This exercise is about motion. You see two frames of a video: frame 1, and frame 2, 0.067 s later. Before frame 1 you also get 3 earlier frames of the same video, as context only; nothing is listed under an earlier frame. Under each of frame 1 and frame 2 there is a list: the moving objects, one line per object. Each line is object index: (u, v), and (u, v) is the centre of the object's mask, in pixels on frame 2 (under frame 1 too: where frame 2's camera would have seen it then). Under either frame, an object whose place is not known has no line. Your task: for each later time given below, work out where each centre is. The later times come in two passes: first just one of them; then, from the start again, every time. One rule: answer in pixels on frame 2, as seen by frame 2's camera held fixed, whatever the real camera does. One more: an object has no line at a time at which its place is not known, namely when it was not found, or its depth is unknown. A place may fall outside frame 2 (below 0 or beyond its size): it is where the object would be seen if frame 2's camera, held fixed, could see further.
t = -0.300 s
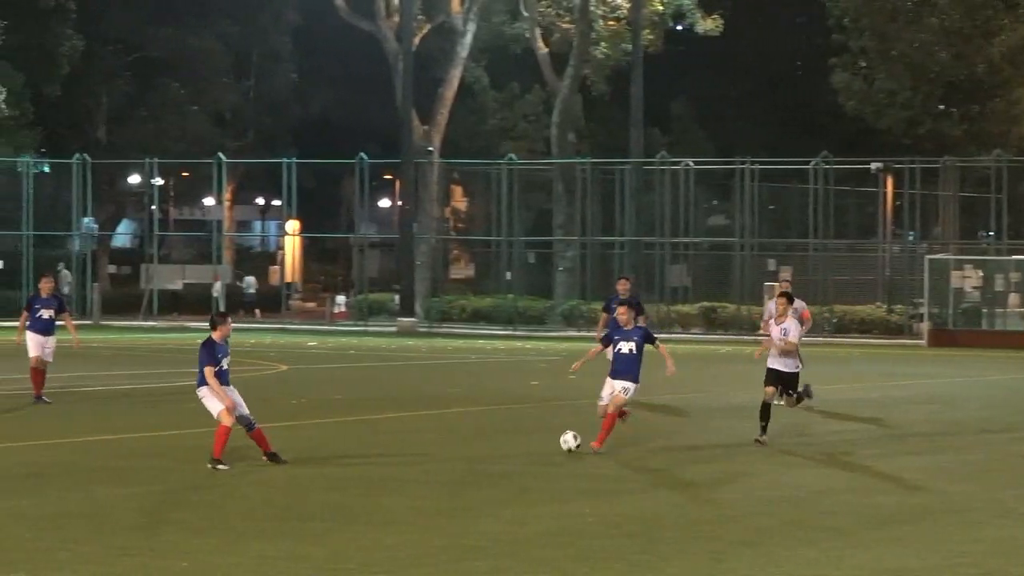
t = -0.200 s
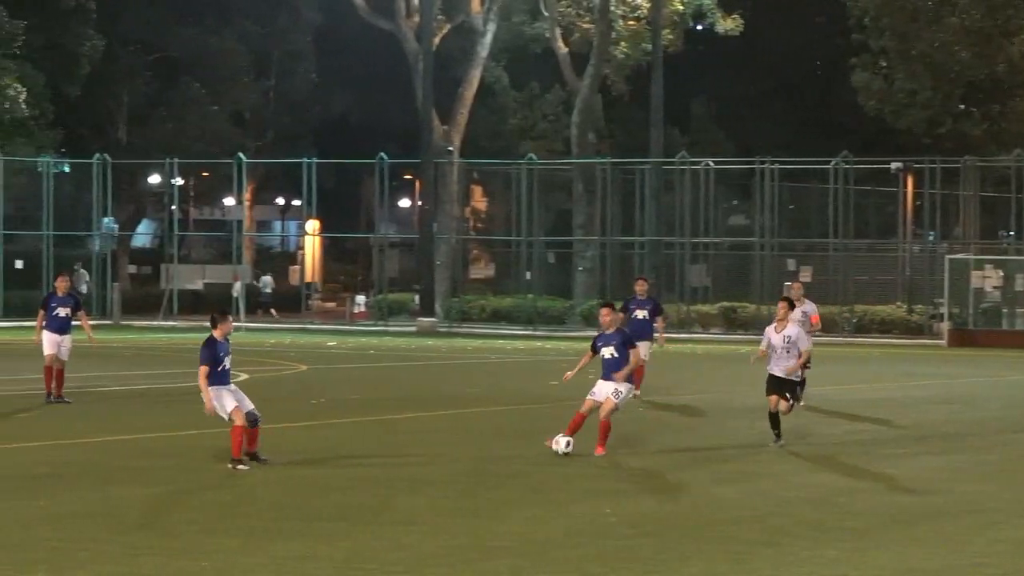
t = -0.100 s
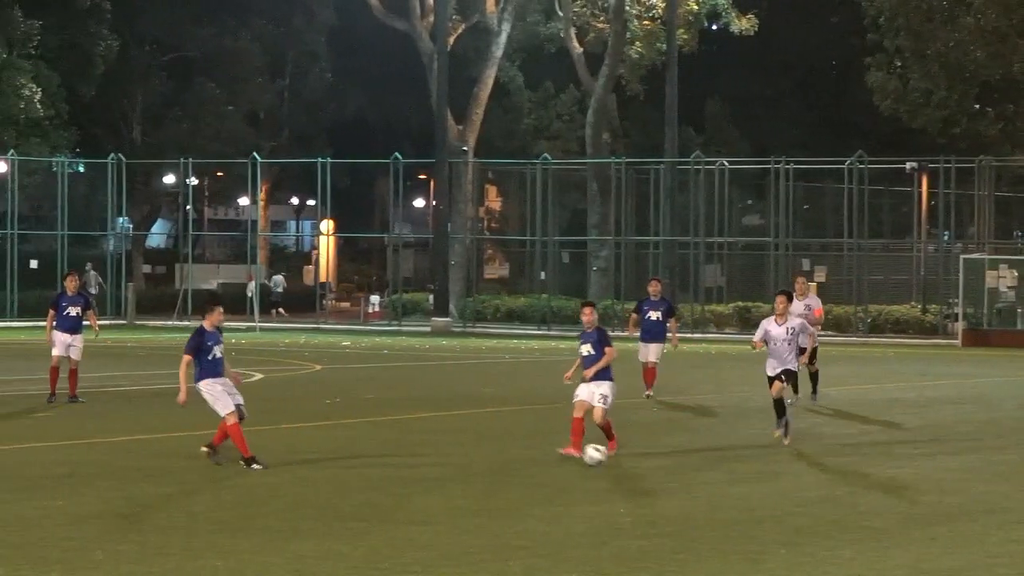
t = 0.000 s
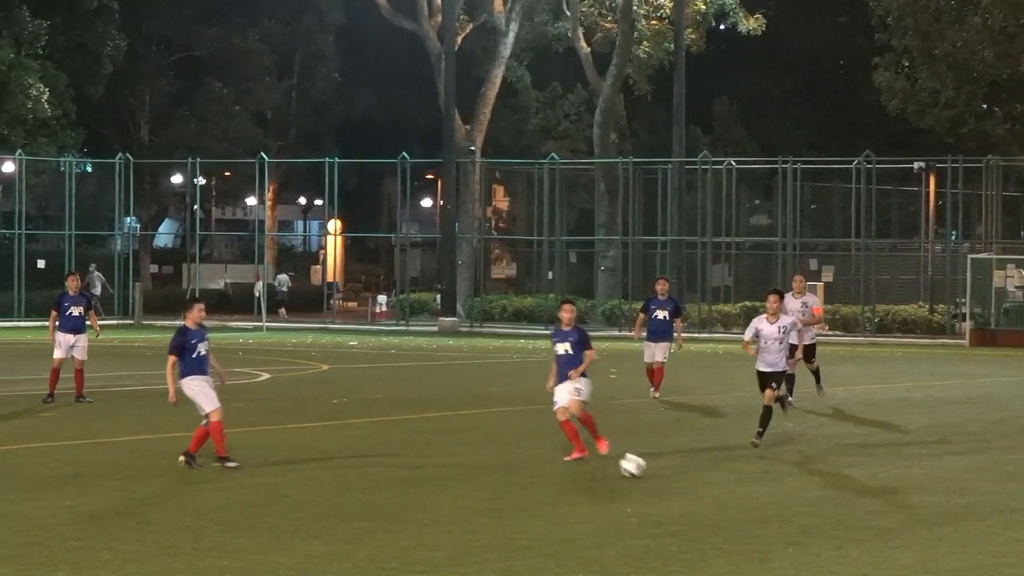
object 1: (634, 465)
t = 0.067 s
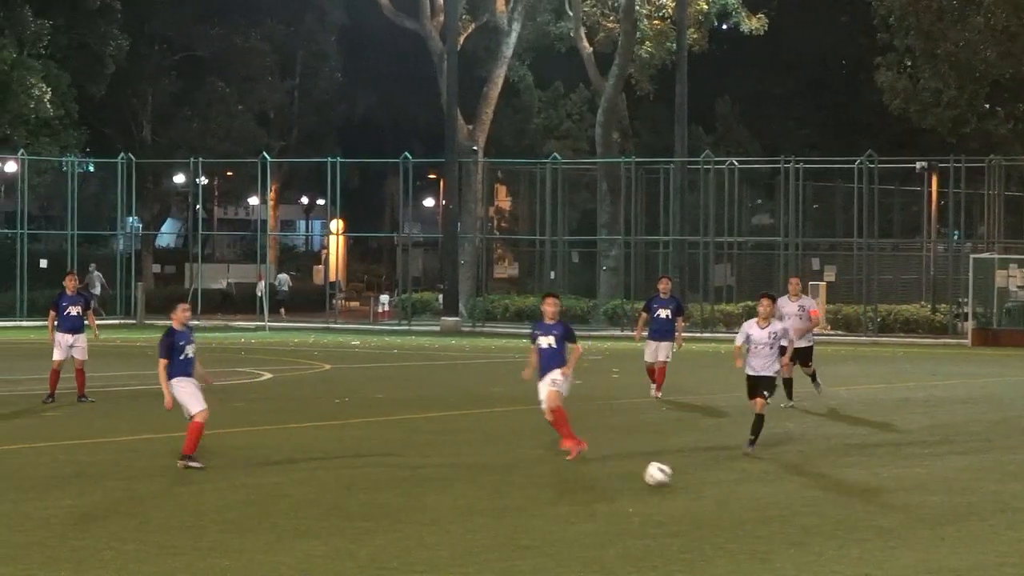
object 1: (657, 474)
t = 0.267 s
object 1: (736, 503)
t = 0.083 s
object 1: (663, 476)
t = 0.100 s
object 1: (670, 477)
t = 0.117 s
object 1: (676, 480)
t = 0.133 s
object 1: (682, 483)
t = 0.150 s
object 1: (688, 486)
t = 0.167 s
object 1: (695, 488)
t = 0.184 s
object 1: (702, 489)
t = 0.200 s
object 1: (708, 492)
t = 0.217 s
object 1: (715, 494)
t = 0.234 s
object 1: (722, 497)
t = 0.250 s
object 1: (729, 500)
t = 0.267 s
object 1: (736, 503)
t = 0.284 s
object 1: (743, 505)
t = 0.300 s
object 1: (750, 506)
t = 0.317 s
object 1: (758, 508)
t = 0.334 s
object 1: (765, 511)
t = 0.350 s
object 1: (773, 513)
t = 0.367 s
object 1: (781, 516)
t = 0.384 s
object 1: (789, 520)
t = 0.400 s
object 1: (797, 521)
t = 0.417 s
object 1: (805, 523)
